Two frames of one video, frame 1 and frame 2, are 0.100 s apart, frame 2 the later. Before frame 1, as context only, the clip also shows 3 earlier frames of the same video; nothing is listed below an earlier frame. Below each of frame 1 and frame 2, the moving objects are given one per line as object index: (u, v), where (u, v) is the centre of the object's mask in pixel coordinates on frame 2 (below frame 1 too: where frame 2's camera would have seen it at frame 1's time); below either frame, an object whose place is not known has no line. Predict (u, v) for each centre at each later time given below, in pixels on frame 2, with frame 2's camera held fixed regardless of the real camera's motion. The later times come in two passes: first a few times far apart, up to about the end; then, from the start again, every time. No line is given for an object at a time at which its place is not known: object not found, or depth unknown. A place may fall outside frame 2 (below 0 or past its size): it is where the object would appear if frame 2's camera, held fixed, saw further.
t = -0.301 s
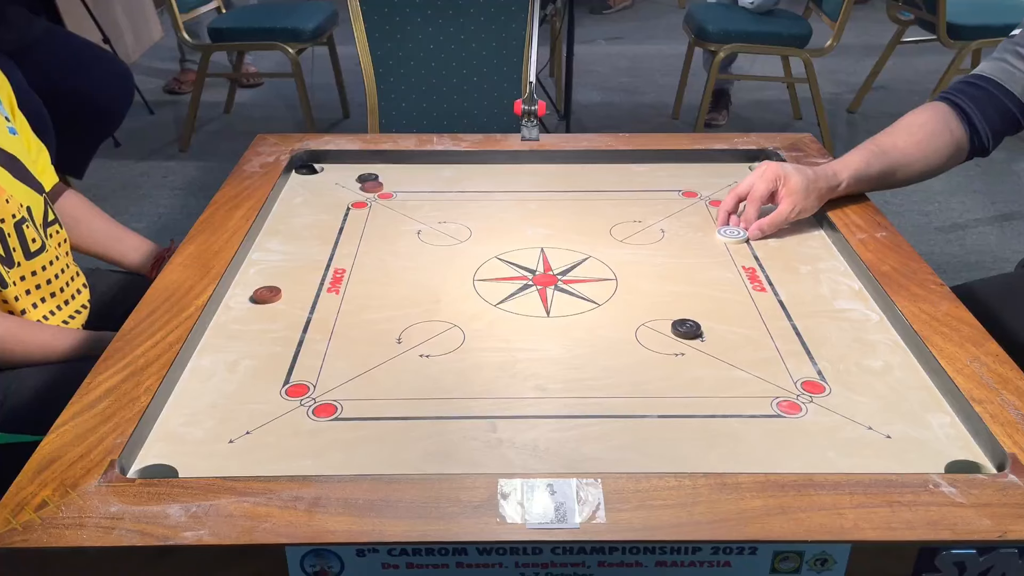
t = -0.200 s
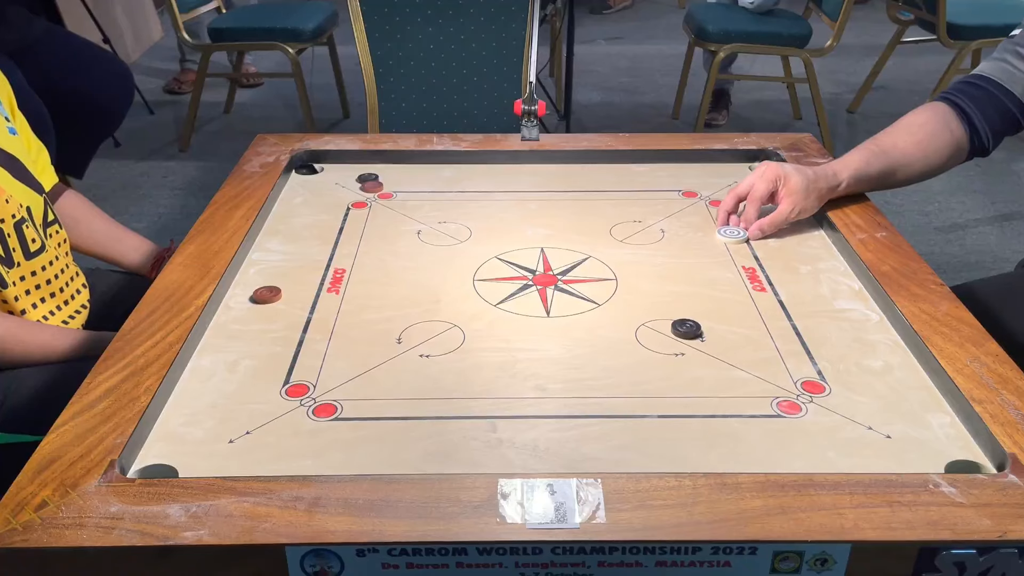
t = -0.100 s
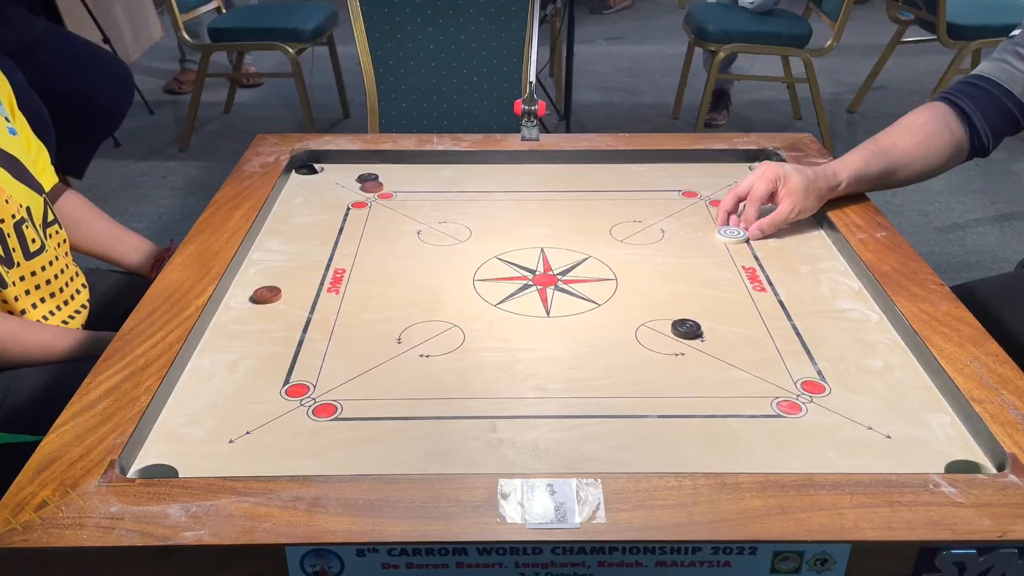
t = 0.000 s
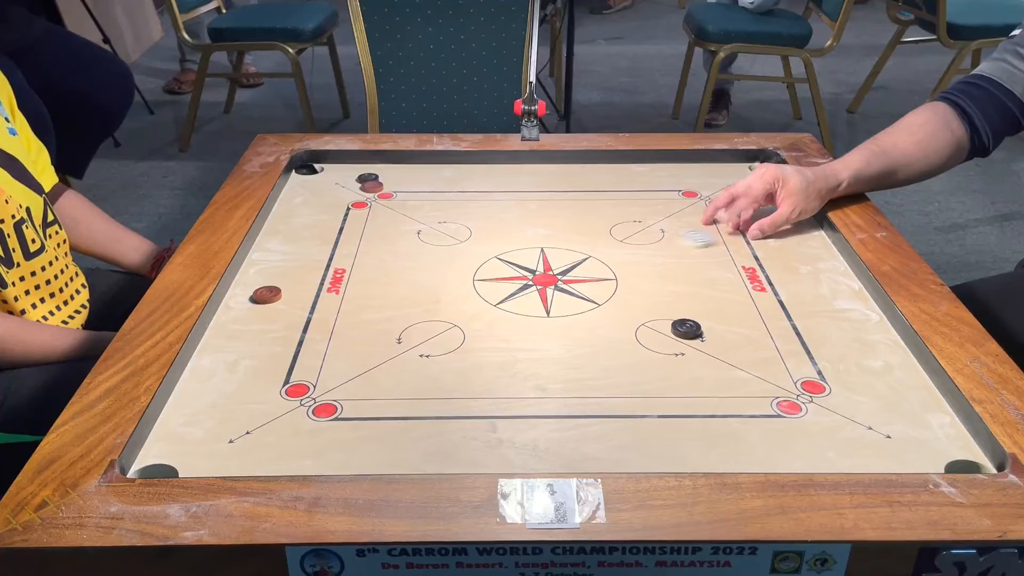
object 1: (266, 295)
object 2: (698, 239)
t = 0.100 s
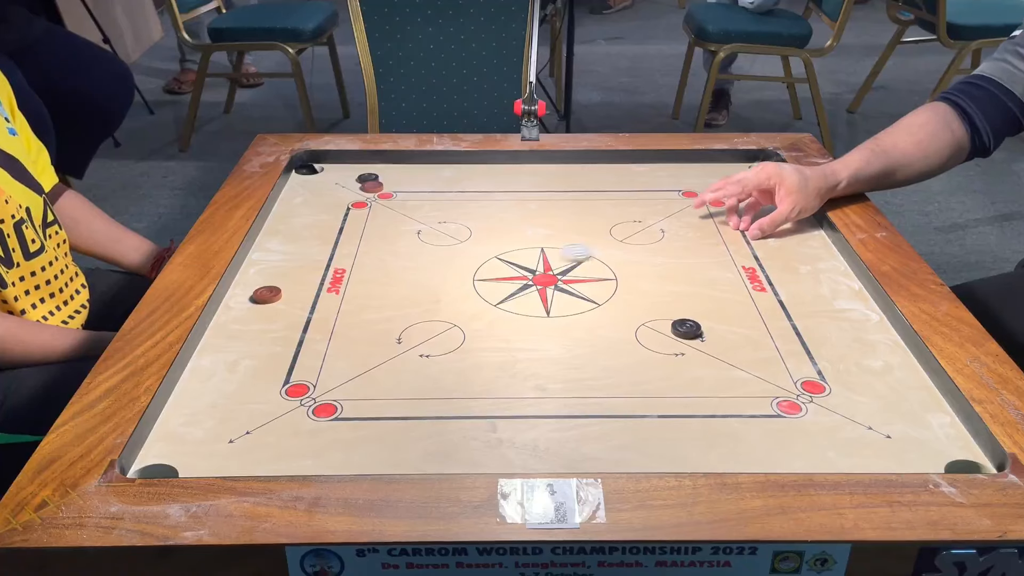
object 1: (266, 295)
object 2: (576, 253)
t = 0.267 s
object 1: (266, 295)
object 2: (368, 275)
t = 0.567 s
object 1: (440, 342)
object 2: (346, 278)
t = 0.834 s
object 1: (681, 387)
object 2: (448, 272)
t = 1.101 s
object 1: (897, 427)
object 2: (493, 269)
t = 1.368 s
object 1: (905, 439)
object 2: (494, 269)
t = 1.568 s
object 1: (891, 439)
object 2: (494, 269)
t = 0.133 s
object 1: (266, 295)
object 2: (534, 257)
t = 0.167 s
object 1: (266, 295)
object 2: (494, 261)
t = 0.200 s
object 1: (266, 295)
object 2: (451, 266)
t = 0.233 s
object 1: (266, 295)
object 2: (410, 270)
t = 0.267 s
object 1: (266, 295)
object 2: (368, 275)
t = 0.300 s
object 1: (266, 295)
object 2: (326, 280)
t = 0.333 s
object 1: (254, 299)
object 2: (286, 284)
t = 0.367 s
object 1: (250, 308)
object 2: (262, 284)
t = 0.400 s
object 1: (282, 314)
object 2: (251, 283)
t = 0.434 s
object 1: (314, 319)
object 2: (272, 282)
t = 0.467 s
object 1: (347, 325)
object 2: (292, 281)
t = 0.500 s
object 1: (377, 331)
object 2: (311, 280)
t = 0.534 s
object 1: (409, 337)
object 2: (329, 279)
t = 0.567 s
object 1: (440, 342)
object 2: (346, 278)
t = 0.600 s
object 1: (470, 348)
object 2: (362, 277)
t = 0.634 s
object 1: (501, 353)
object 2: (377, 276)
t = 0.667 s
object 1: (532, 359)
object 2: (391, 275)
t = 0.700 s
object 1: (562, 365)
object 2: (404, 274)
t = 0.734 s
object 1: (592, 370)
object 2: (416, 274)
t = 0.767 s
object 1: (622, 376)
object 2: (428, 273)
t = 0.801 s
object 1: (652, 381)
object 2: (438, 273)
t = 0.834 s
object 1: (681, 387)
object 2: (448, 272)
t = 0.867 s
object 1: (710, 392)
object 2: (457, 271)
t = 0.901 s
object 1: (739, 397)
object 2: (464, 271)
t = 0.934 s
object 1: (767, 403)
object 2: (471, 271)
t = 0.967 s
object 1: (795, 409)
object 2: (478, 270)
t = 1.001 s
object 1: (822, 414)
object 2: (482, 270)
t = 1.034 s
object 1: (847, 418)
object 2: (487, 269)
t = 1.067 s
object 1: (874, 424)
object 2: (490, 269)
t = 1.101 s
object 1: (897, 427)
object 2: (493, 269)
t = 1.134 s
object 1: (921, 432)
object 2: (494, 269)
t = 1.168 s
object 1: (944, 436)
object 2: (494, 269)
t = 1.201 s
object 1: (952, 438)
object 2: (494, 269)
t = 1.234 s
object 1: (940, 438)
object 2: (494, 269)
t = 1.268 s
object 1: (929, 438)
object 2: (494, 269)
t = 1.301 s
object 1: (920, 438)
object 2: (494, 269)
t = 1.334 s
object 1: (911, 438)
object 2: (494, 269)
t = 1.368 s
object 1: (905, 439)
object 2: (494, 269)
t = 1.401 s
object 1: (899, 438)
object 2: (495, 269)
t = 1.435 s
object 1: (895, 439)
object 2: (494, 269)
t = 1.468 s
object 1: (892, 439)
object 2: (495, 269)
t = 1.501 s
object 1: (891, 439)
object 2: (495, 269)
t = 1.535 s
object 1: (891, 439)
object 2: (495, 269)
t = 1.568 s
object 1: (891, 439)
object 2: (494, 269)
